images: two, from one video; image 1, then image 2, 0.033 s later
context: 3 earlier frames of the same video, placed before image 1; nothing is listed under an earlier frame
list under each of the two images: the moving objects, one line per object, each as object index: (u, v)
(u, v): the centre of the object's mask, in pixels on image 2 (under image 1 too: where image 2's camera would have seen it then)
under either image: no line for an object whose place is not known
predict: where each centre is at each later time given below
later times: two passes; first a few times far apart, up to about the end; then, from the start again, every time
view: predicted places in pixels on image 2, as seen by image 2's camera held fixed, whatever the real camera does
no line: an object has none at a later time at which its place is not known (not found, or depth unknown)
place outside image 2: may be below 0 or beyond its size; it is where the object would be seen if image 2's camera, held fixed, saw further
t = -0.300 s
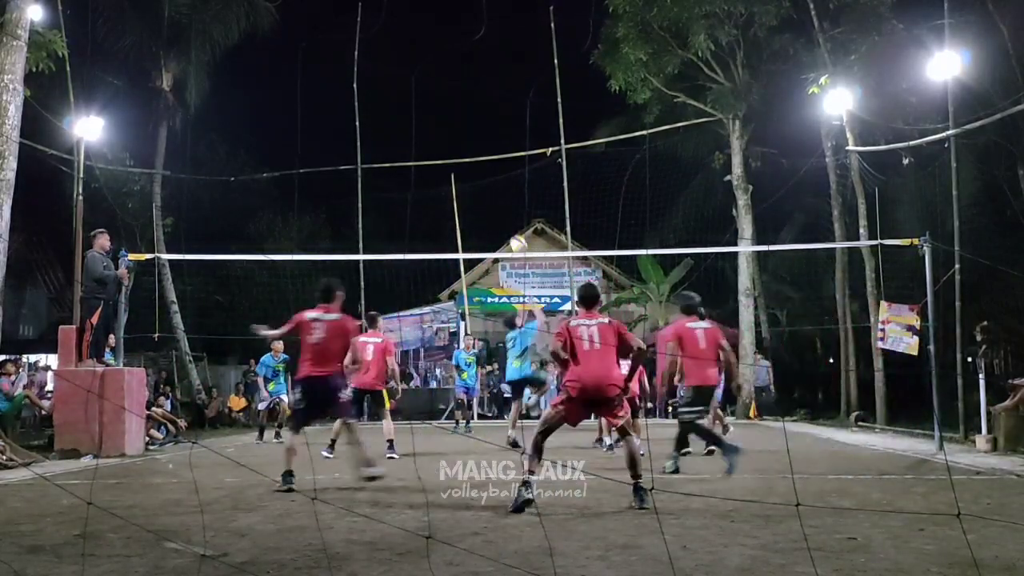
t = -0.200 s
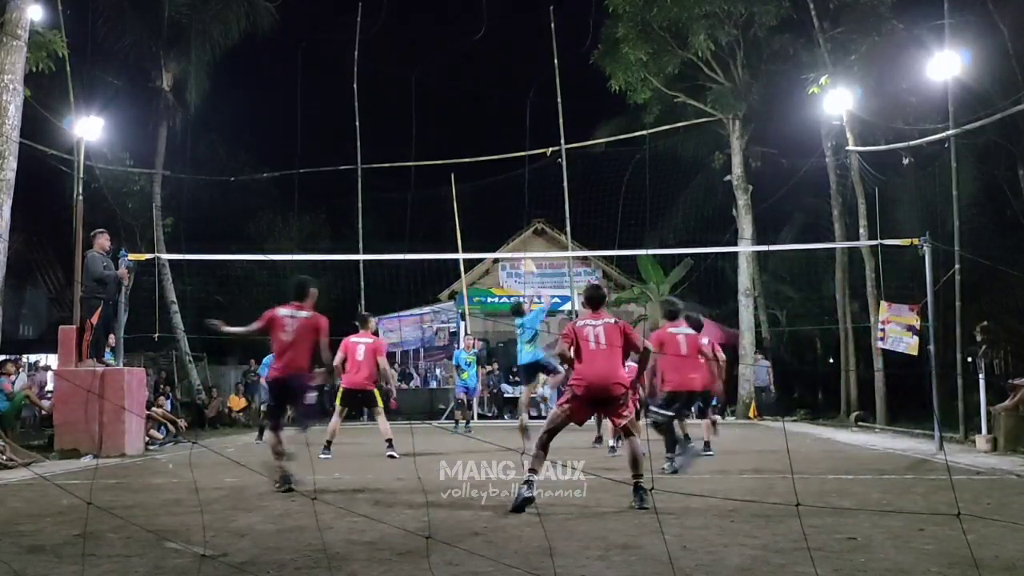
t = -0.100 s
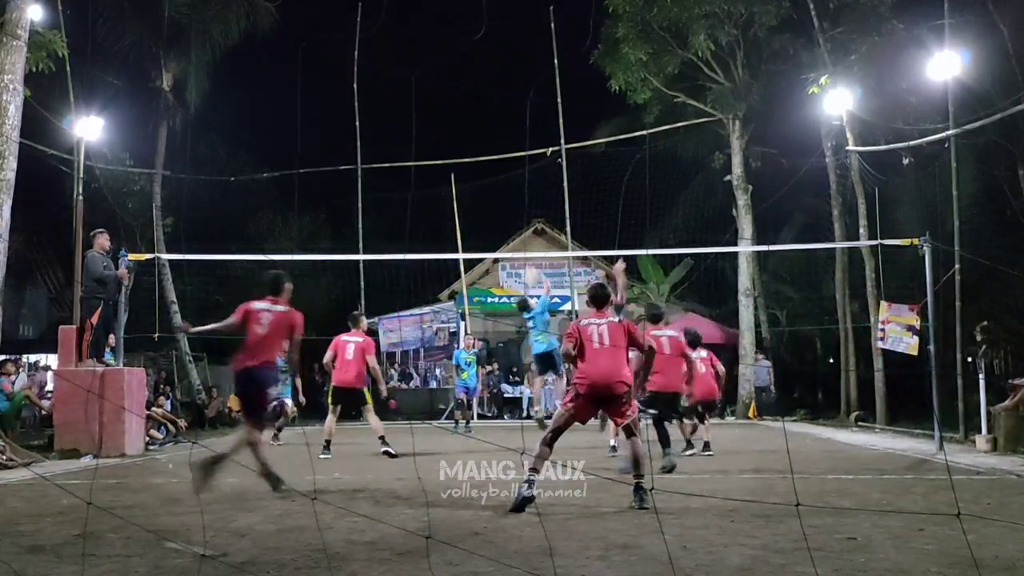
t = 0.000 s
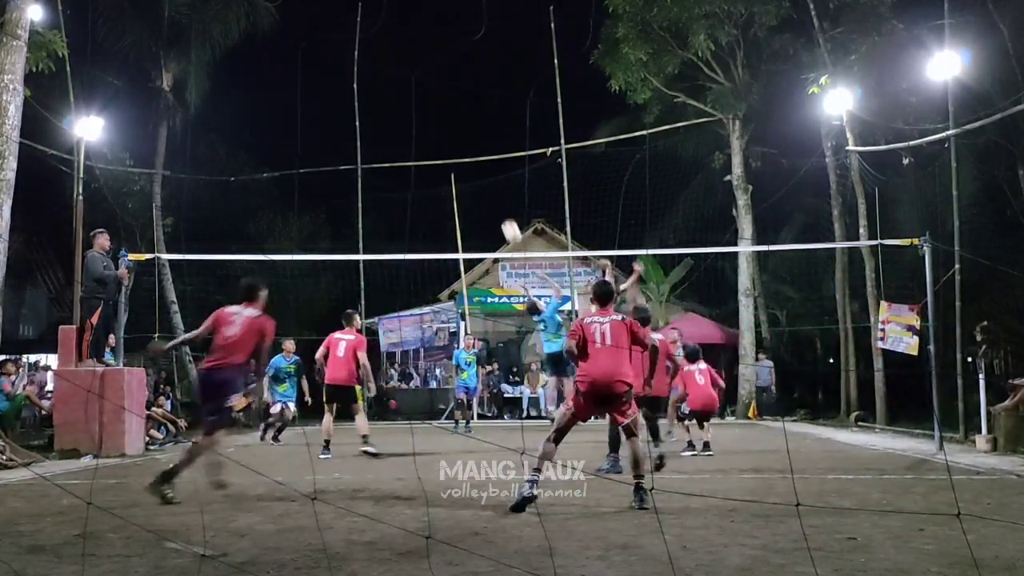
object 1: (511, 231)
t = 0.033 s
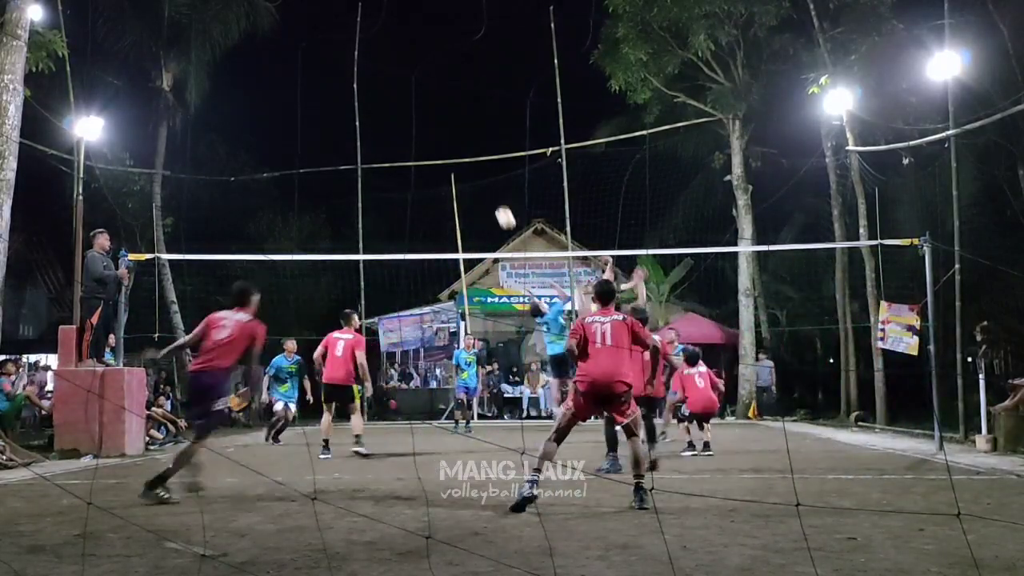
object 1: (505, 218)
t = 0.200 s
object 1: (476, 164)
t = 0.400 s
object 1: (441, 126)
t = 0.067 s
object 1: (499, 205)
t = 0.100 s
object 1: (493, 194)
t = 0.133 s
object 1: (487, 183)
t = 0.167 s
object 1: (481, 173)
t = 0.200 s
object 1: (476, 164)
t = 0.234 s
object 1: (470, 156)
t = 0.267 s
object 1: (464, 148)
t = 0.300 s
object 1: (458, 142)
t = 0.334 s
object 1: (452, 136)
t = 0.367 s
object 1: (447, 131)
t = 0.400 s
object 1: (441, 126)
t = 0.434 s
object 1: (436, 123)
